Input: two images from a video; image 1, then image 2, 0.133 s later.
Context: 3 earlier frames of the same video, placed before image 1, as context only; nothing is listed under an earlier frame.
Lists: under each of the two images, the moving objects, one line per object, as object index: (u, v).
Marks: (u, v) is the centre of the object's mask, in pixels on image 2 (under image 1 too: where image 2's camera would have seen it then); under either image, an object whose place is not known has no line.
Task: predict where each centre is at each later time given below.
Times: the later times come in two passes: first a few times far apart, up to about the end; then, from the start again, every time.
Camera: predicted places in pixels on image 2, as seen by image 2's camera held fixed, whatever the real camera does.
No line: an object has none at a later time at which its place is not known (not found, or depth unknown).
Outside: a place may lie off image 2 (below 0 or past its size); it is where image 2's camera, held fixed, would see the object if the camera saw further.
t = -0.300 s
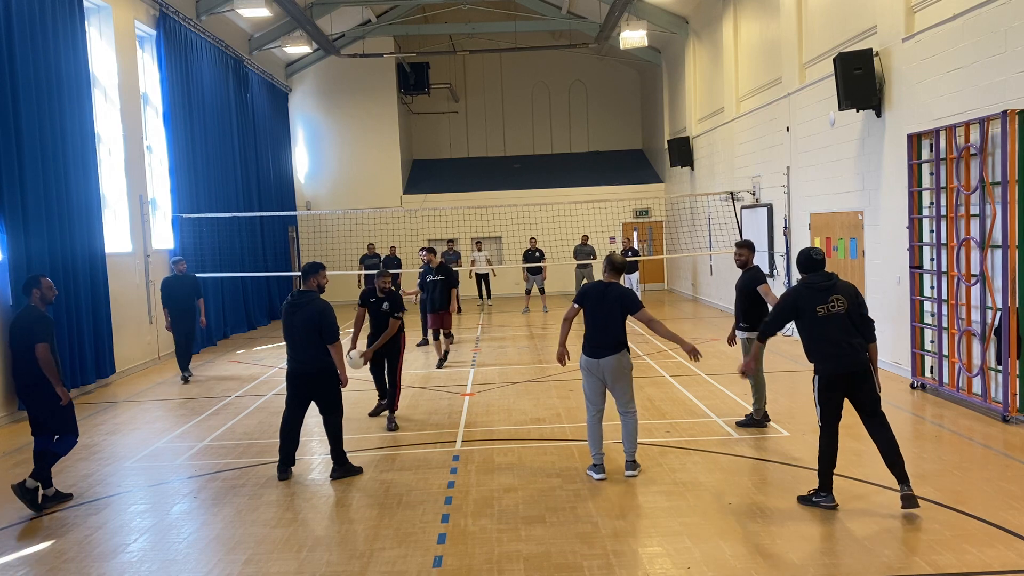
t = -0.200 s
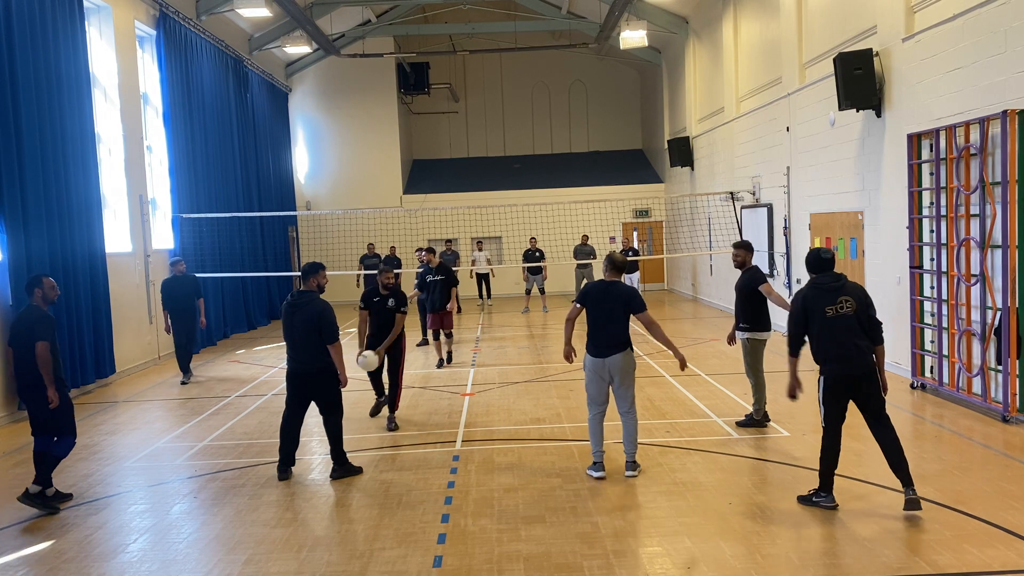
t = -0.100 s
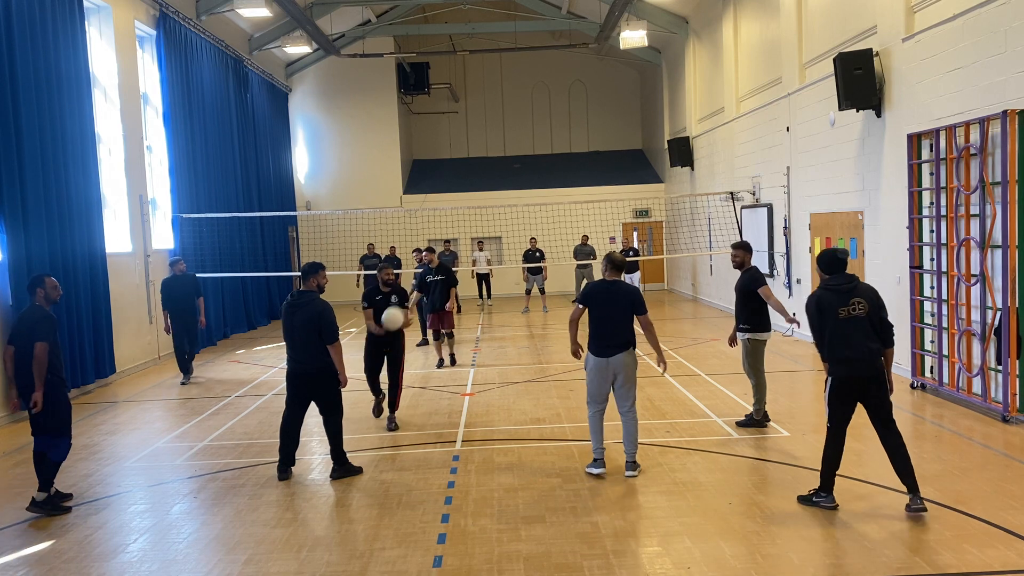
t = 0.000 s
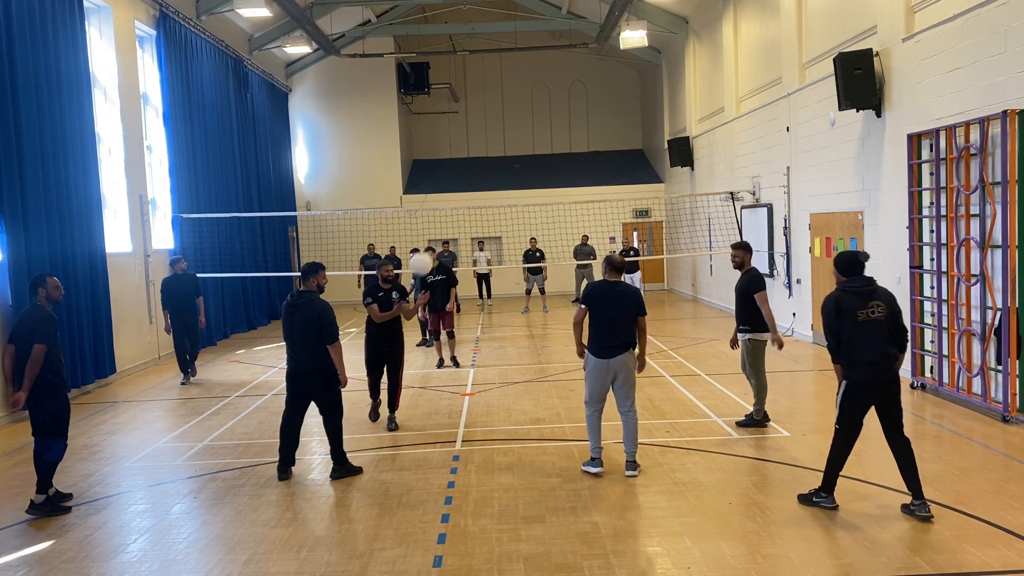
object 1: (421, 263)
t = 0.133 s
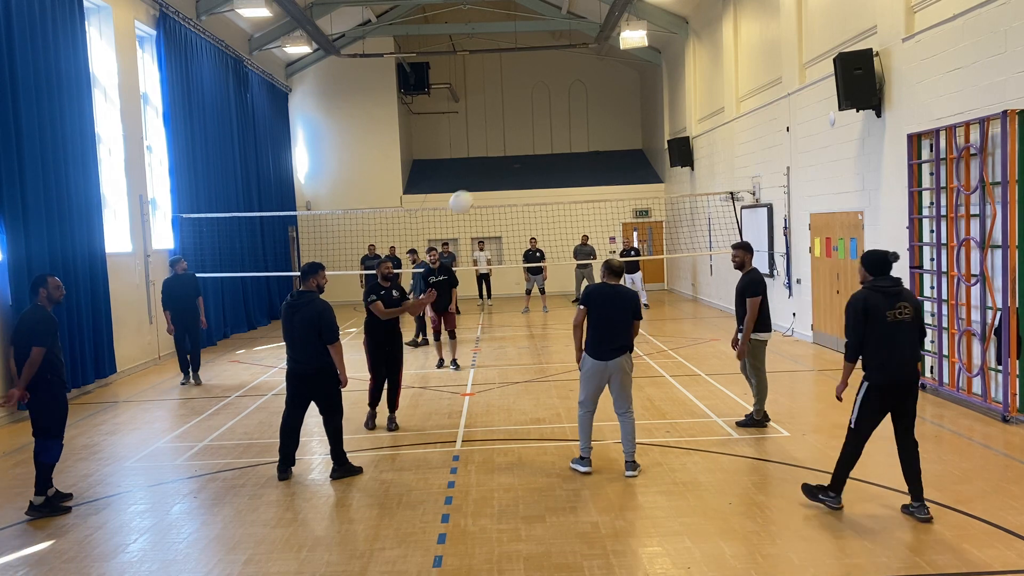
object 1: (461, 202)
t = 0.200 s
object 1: (483, 178)
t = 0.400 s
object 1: (553, 130)
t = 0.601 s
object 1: (633, 127)
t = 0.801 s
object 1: (721, 178)
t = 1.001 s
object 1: (819, 289)
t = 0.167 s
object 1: (472, 189)
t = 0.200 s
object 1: (483, 178)
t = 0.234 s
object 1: (494, 167)
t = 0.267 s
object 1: (505, 157)
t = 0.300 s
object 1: (516, 149)
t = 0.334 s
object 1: (529, 141)
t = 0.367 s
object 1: (541, 135)
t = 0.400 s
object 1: (553, 130)
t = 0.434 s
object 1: (566, 126)
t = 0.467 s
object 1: (579, 124)
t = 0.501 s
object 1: (592, 122)
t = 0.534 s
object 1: (605, 123)
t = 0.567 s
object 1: (619, 124)
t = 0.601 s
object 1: (633, 127)
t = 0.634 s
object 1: (647, 132)
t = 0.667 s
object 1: (661, 138)
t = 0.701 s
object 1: (676, 146)
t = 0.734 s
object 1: (690, 155)
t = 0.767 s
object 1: (705, 166)
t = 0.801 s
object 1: (721, 178)
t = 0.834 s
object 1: (738, 192)
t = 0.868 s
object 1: (752, 208)
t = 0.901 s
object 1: (769, 227)
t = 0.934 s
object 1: (786, 246)
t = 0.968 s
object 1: (802, 268)
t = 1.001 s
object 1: (819, 289)
